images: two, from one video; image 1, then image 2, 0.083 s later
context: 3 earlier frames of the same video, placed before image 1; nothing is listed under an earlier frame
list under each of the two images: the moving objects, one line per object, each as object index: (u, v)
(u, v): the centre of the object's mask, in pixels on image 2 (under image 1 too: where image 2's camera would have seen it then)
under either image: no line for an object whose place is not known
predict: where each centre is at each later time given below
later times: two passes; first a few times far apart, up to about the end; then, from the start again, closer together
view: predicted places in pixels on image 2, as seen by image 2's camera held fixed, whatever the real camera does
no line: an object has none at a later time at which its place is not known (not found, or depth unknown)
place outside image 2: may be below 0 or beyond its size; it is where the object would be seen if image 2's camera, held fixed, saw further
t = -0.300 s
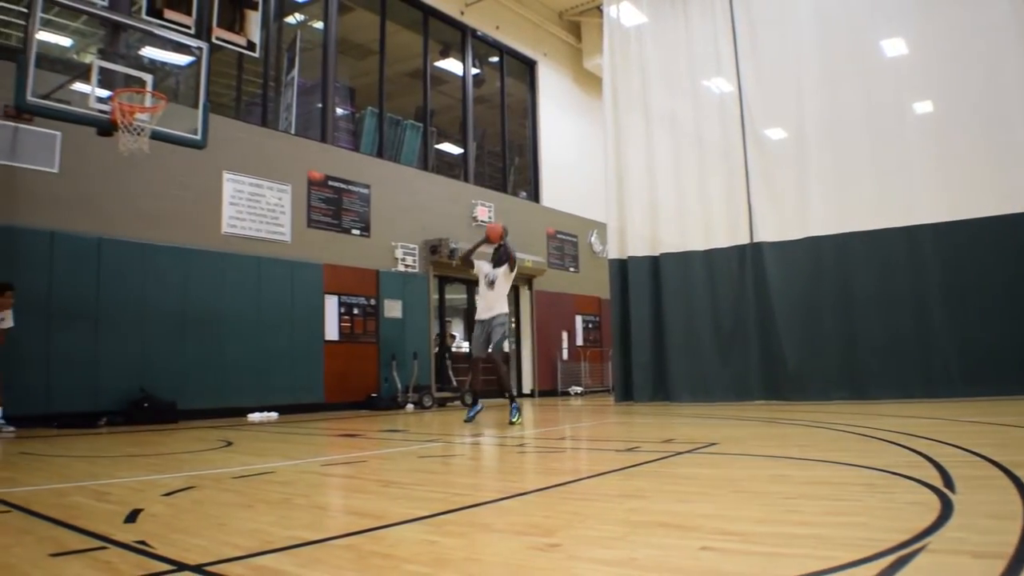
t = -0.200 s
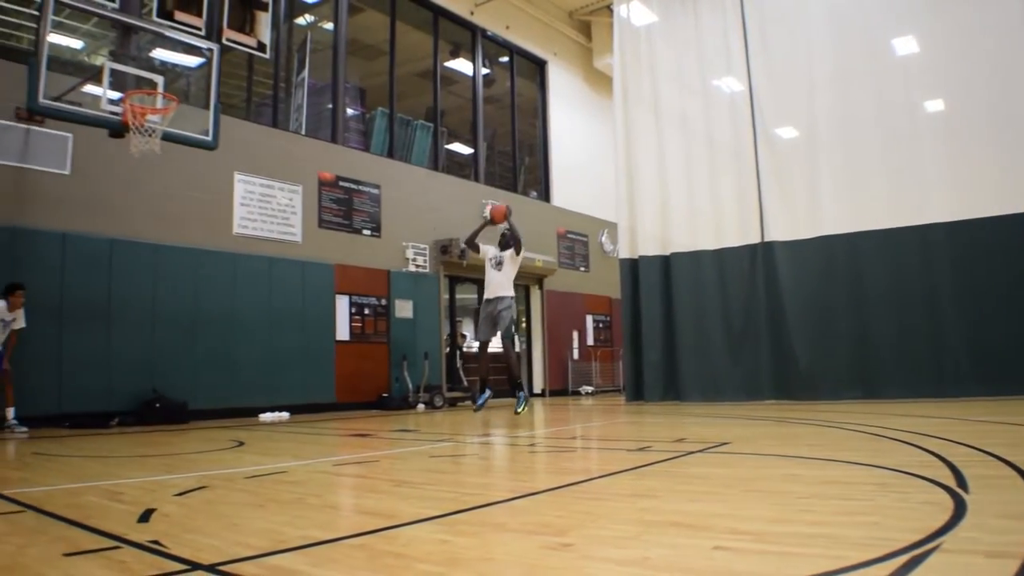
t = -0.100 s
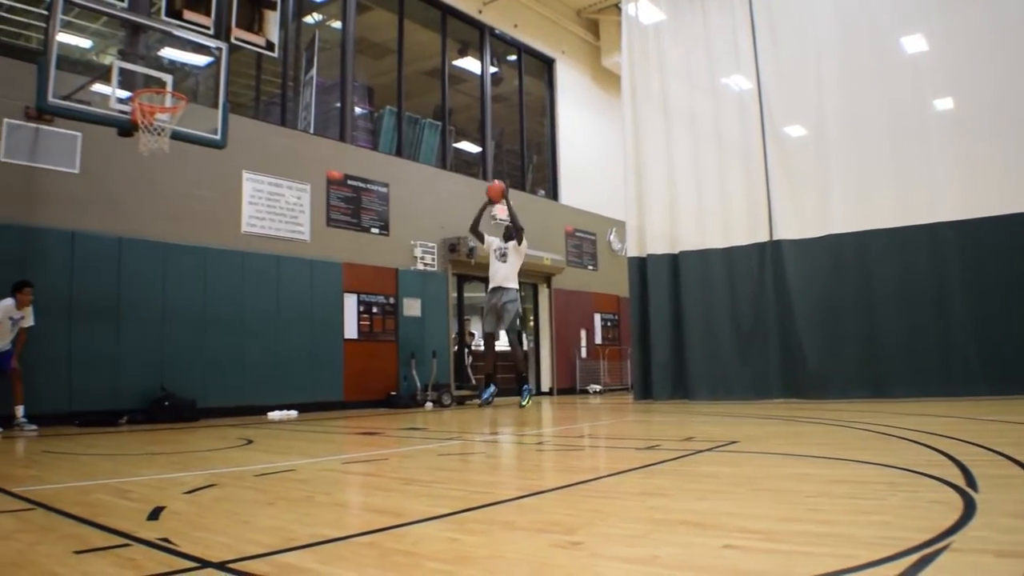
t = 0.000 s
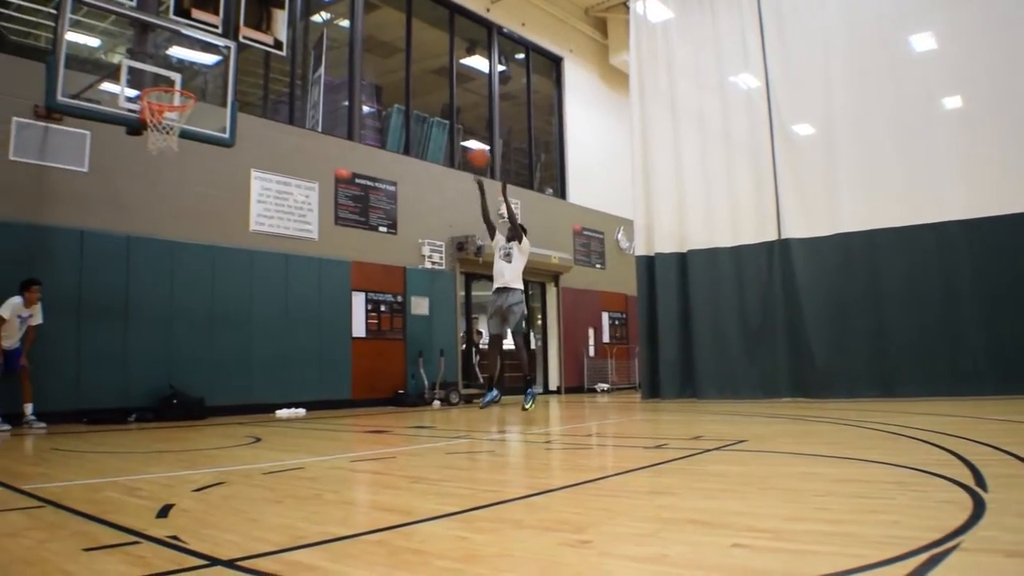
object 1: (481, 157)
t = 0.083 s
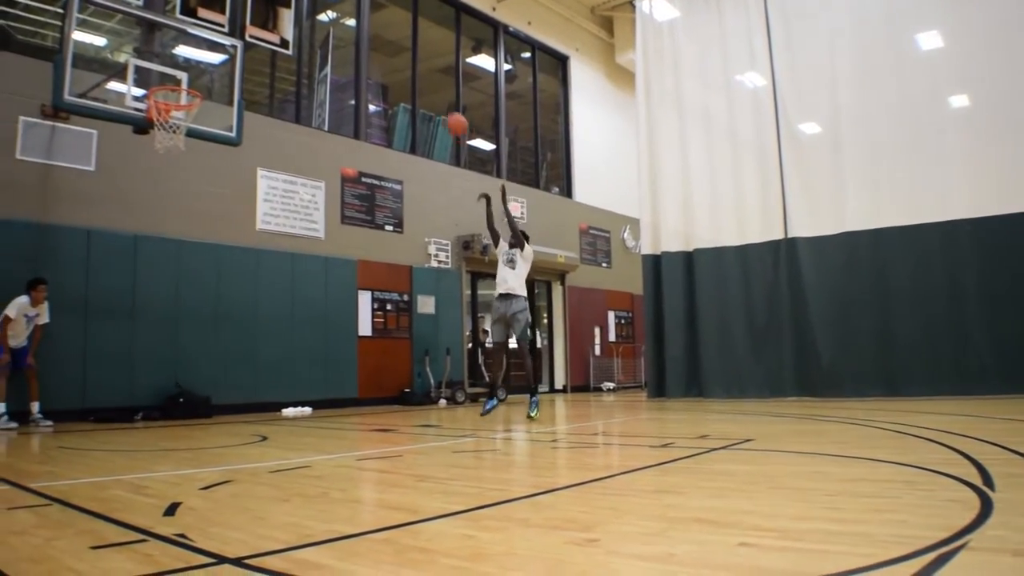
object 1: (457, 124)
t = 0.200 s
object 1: (418, 91)
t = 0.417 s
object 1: (337, 54)
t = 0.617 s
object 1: (252, 60)
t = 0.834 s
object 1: (164, 111)
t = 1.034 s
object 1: (172, 176)
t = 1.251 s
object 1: (180, 306)
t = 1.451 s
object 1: (200, 385)
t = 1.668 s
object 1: (242, 274)
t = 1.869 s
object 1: (283, 223)
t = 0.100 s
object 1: (451, 118)
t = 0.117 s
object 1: (446, 113)
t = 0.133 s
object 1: (440, 108)
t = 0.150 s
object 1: (436, 104)
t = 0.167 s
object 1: (429, 99)
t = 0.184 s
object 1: (424, 95)
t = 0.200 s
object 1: (418, 91)
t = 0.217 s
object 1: (413, 87)
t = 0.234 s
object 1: (407, 83)
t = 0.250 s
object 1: (400, 78)
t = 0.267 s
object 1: (394, 75)
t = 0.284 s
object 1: (389, 73)
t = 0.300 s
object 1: (383, 69)
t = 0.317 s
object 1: (376, 66)
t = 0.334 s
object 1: (369, 64)
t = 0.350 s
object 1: (362, 61)
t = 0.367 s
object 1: (357, 59)
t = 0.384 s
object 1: (350, 57)
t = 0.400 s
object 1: (343, 56)
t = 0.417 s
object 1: (337, 54)
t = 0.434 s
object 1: (329, 53)
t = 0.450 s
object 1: (322, 53)
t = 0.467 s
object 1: (316, 52)
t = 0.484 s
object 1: (310, 53)
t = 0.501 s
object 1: (302, 53)
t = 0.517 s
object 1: (295, 53)
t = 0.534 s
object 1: (288, 54)
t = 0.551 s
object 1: (281, 55)
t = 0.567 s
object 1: (274, 56)
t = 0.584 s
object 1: (266, 56)
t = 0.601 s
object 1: (260, 58)
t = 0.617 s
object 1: (252, 60)
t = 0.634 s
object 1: (244, 63)
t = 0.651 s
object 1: (236, 66)
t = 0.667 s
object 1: (229, 70)
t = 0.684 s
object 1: (221, 73)
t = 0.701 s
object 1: (213, 76)
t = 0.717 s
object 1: (207, 79)
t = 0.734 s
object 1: (202, 80)
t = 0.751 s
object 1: (190, 91)
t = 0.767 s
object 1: (180, 96)
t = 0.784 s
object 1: (175, 98)
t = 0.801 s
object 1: (167, 103)
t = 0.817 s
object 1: (166, 106)
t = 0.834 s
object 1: (164, 111)
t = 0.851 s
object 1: (163, 114)
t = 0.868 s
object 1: (165, 119)
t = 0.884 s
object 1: (165, 123)
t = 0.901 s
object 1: (165, 133)
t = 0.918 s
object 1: (167, 136)
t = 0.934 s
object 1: (167, 139)
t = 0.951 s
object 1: (168, 143)
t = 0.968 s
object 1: (169, 149)
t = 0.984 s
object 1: (170, 155)
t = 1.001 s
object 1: (171, 163)
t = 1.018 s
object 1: (172, 170)
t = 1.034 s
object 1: (172, 176)
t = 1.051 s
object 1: (173, 184)
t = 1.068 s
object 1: (174, 192)
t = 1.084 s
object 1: (174, 200)
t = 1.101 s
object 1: (175, 210)
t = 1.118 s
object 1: (175, 219)
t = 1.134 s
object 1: (176, 228)
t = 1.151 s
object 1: (176, 240)
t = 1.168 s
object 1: (176, 249)
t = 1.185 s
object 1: (177, 259)
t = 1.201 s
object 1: (178, 271)
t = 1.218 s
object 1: (179, 282)
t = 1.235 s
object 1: (179, 295)
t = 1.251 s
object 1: (180, 306)
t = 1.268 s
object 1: (181, 319)
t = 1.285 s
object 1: (182, 333)
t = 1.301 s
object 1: (183, 347)
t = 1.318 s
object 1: (184, 362)
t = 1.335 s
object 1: (185, 377)
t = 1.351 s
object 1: (186, 393)
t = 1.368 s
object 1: (187, 405)
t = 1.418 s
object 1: (193, 405)
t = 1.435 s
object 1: (196, 396)
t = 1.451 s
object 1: (200, 385)
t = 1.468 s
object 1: (203, 375)
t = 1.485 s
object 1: (206, 363)
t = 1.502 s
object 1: (210, 353)
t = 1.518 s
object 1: (213, 343)
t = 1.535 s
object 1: (216, 334)
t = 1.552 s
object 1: (219, 325)
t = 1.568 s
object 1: (223, 317)
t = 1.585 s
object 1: (226, 309)
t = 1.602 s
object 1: (229, 302)
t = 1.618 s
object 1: (233, 294)
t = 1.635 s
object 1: (236, 287)
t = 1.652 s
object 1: (240, 280)
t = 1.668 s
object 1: (242, 274)
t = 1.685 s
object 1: (246, 268)
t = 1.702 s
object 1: (250, 262)
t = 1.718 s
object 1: (253, 256)
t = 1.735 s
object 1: (256, 252)
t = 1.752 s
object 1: (260, 247)
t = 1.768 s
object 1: (263, 244)
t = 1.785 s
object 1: (266, 240)
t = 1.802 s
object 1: (269, 236)
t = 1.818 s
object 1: (273, 231)
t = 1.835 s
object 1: (276, 229)
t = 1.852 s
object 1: (279, 226)
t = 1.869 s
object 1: (283, 223)
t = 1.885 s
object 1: (286, 221)
